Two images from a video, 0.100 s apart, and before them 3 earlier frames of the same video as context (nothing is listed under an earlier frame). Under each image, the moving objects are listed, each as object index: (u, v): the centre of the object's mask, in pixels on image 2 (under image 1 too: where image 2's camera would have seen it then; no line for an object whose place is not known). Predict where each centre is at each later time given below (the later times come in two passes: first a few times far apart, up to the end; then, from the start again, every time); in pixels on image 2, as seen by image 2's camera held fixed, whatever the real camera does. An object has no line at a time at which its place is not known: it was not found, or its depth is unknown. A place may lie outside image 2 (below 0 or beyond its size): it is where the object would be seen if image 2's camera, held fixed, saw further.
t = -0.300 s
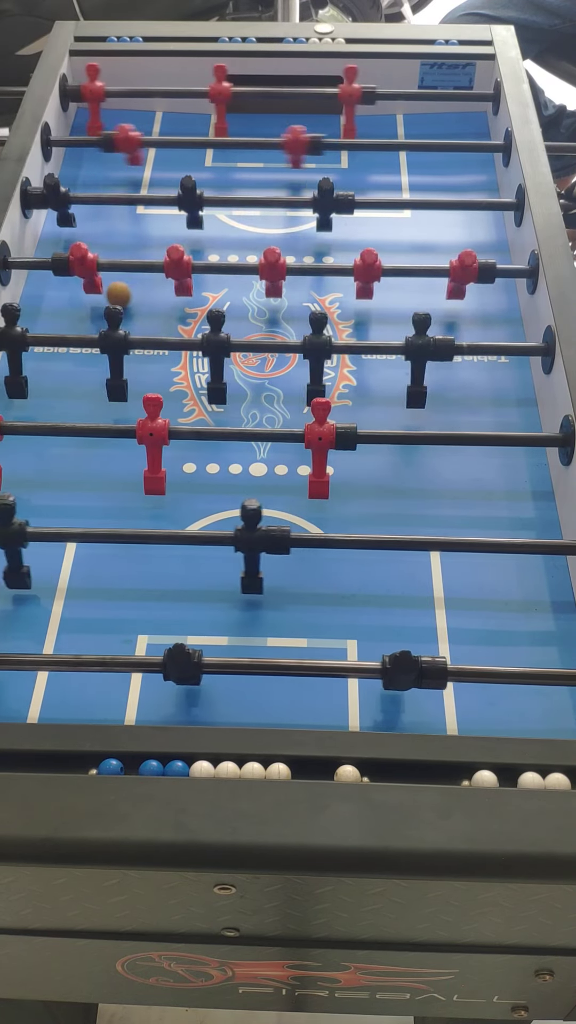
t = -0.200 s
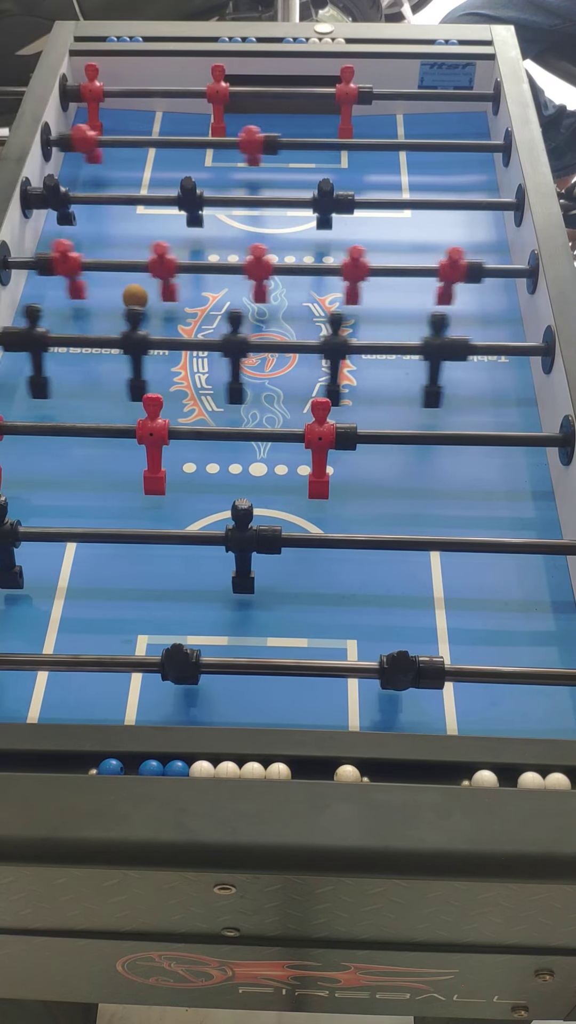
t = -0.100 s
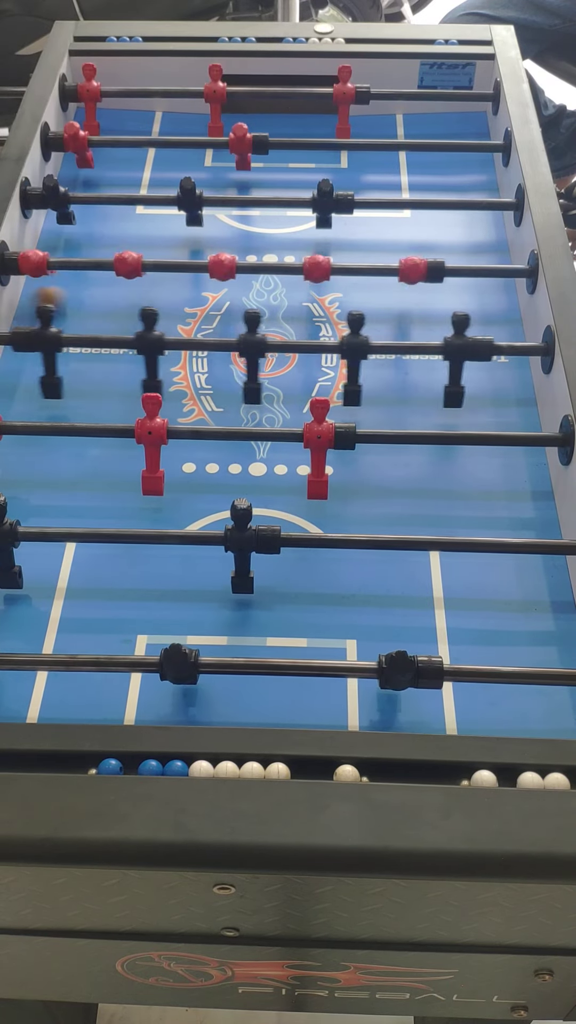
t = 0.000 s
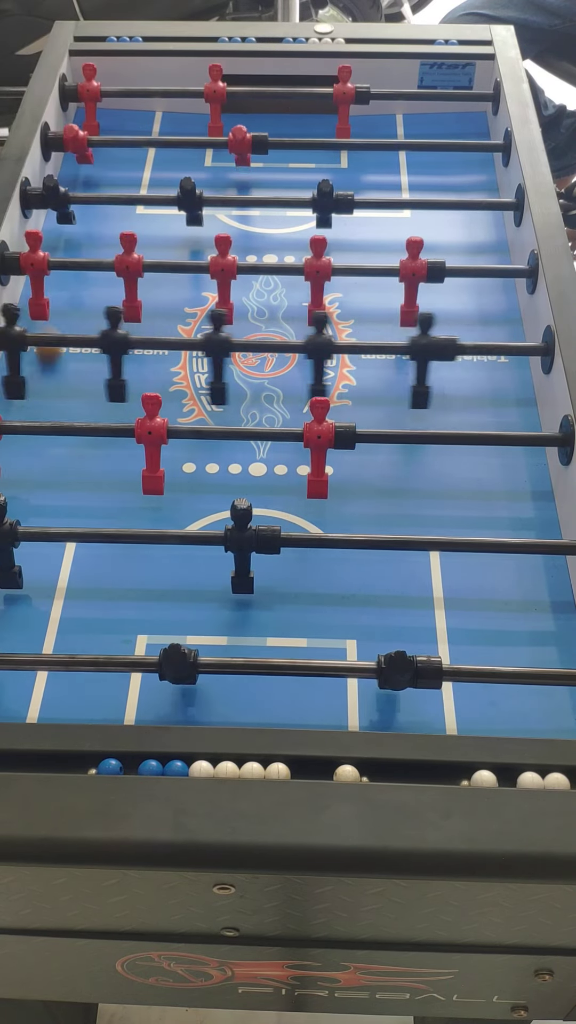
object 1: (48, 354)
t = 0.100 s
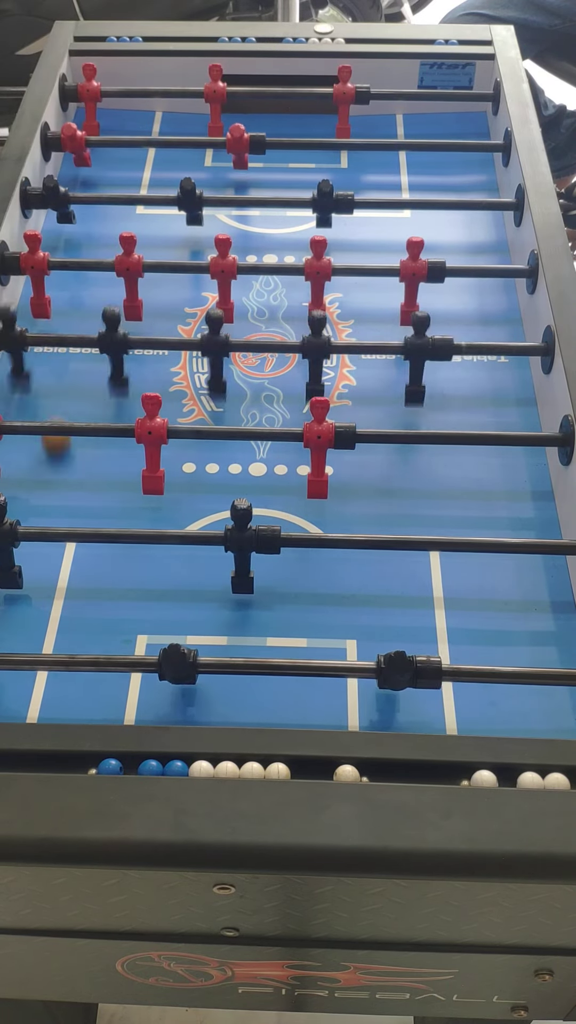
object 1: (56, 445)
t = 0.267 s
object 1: (64, 591)
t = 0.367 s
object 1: (67, 698)
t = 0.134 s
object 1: (57, 468)
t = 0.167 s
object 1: (59, 496)
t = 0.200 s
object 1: (61, 517)
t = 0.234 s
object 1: (62, 558)
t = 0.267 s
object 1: (64, 591)
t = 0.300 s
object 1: (66, 623)
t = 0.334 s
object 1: (68, 646)
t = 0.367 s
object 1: (67, 698)
